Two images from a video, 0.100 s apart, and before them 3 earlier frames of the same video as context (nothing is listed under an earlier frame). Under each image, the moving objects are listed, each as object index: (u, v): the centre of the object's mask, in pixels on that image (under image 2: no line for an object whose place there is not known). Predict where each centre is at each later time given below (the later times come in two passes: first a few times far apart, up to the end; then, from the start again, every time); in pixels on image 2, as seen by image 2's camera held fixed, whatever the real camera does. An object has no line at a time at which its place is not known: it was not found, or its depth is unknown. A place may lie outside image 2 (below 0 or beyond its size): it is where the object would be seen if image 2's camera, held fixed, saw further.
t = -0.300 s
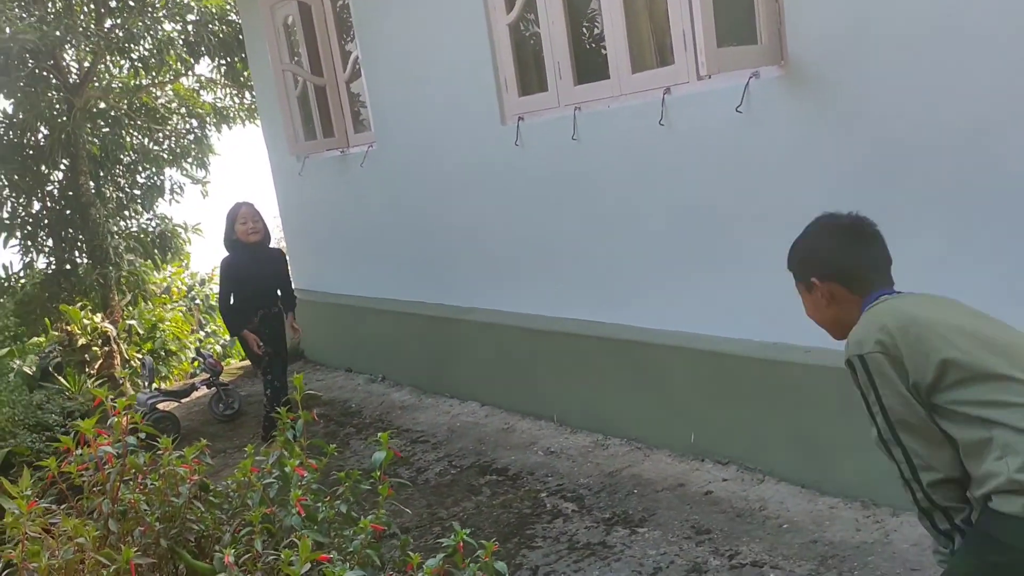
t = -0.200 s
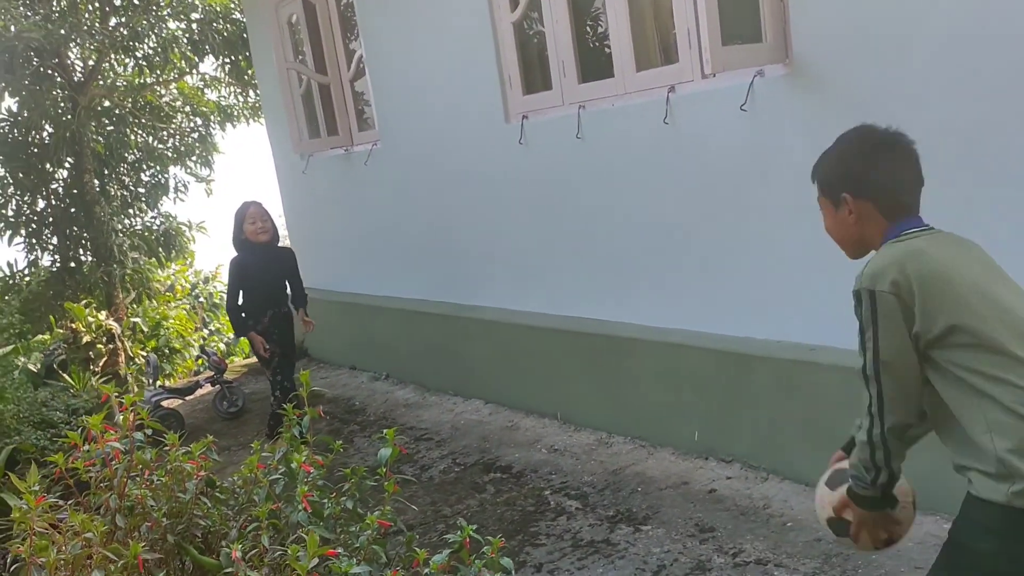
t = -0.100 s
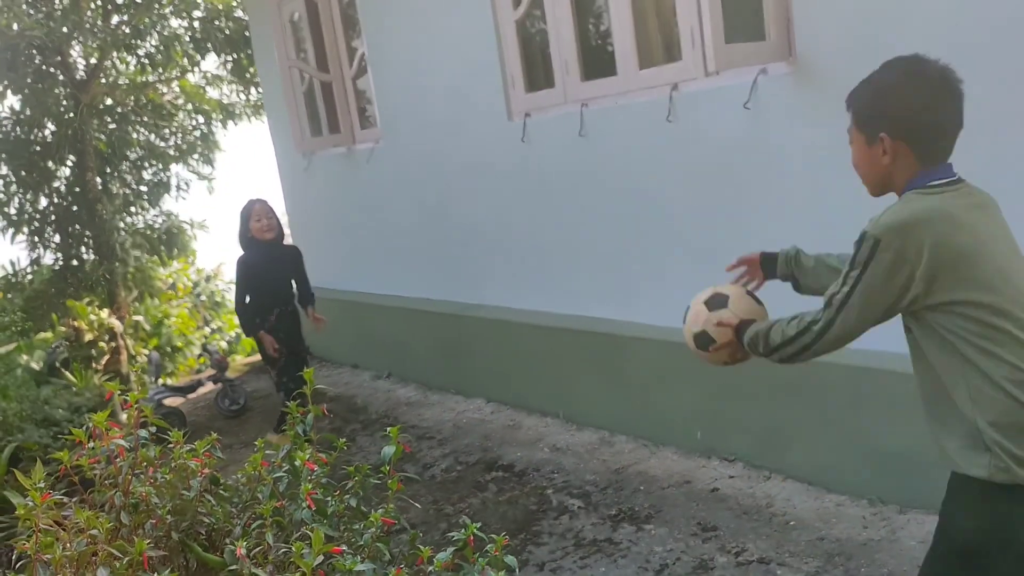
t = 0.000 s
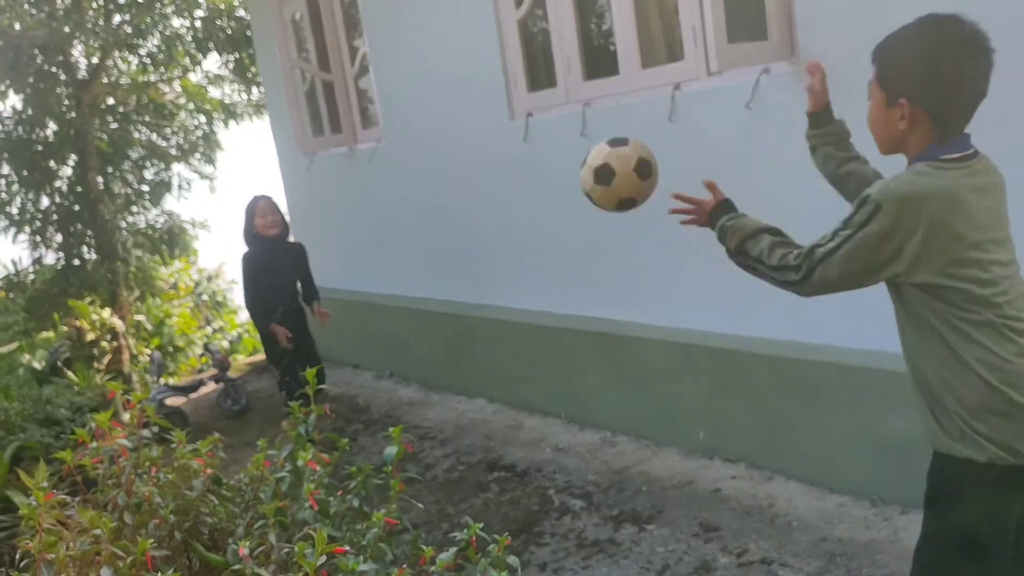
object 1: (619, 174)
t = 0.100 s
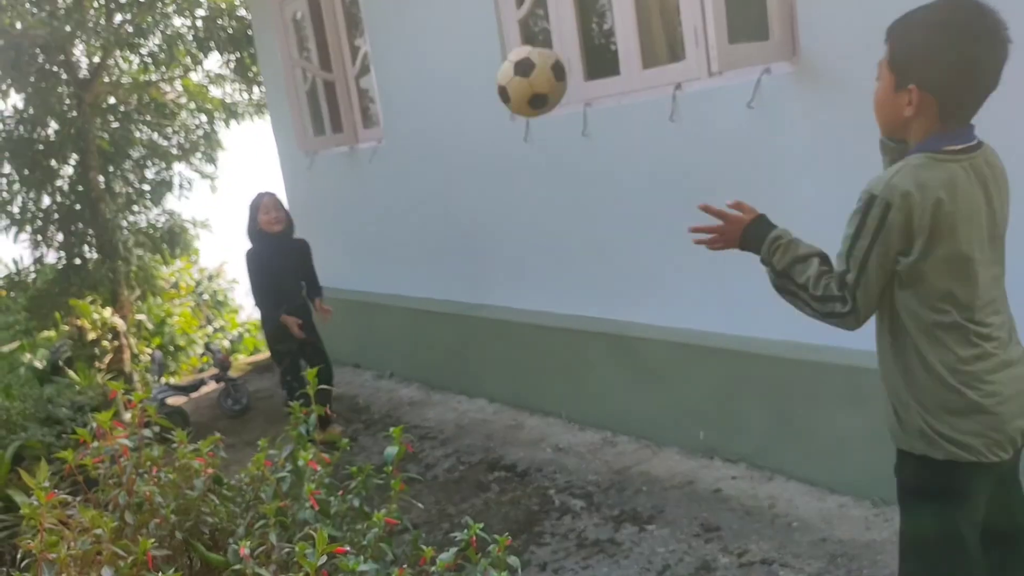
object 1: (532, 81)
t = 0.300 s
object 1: (408, 27)
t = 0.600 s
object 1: (316, 164)
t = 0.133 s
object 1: (507, 61)
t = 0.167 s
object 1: (483, 45)
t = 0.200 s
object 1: (462, 35)
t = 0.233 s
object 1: (442, 29)
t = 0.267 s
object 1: (424, 27)
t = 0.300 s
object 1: (408, 27)
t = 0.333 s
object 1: (392, 31)
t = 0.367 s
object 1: (378, 39)
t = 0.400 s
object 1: (366, 49)
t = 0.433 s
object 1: (356, 63)
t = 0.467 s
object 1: (346, 80)
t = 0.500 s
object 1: (337, 98)
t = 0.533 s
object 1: (328, 119)
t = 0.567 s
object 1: (322, 140)
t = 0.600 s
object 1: (316, 164)
